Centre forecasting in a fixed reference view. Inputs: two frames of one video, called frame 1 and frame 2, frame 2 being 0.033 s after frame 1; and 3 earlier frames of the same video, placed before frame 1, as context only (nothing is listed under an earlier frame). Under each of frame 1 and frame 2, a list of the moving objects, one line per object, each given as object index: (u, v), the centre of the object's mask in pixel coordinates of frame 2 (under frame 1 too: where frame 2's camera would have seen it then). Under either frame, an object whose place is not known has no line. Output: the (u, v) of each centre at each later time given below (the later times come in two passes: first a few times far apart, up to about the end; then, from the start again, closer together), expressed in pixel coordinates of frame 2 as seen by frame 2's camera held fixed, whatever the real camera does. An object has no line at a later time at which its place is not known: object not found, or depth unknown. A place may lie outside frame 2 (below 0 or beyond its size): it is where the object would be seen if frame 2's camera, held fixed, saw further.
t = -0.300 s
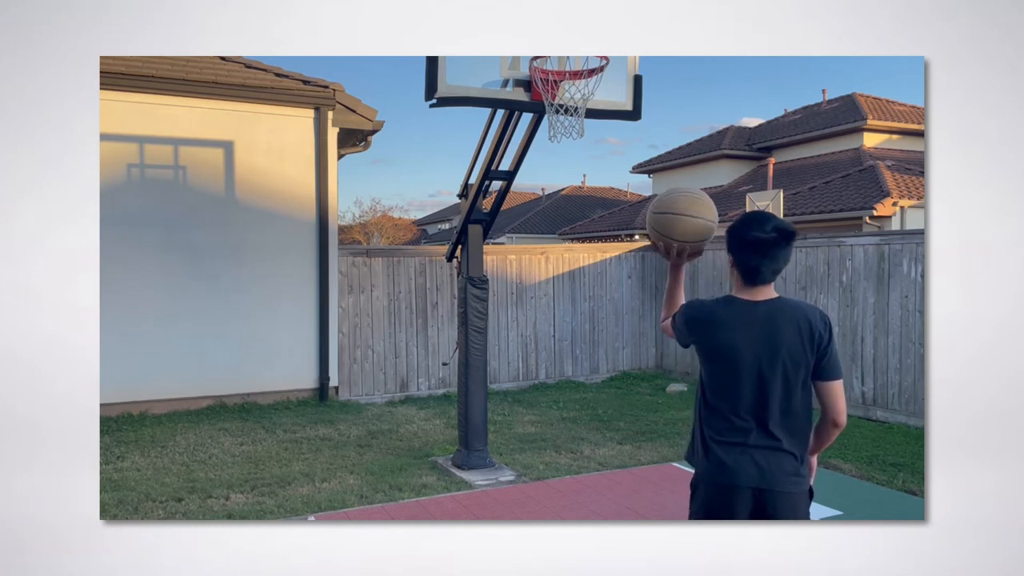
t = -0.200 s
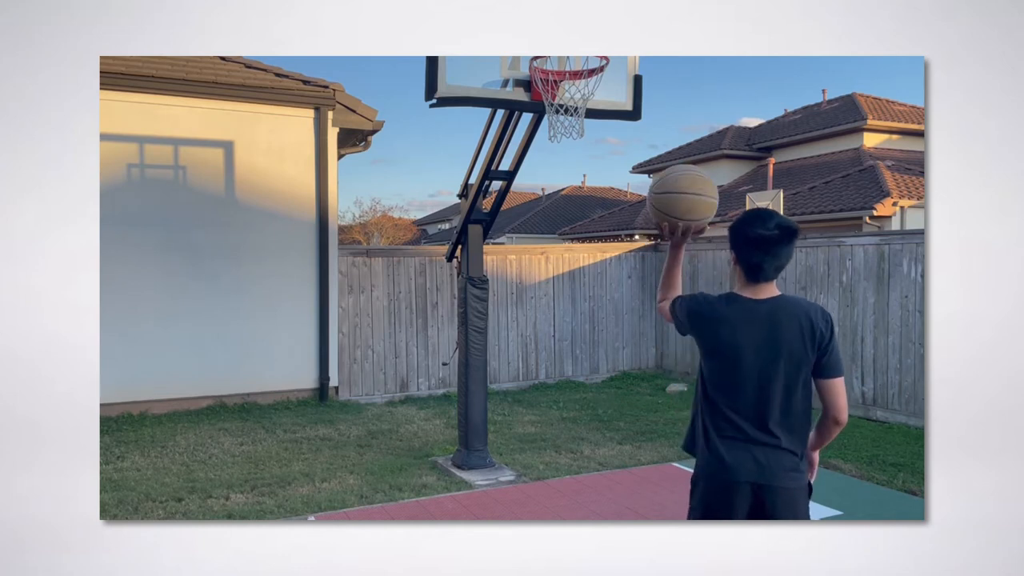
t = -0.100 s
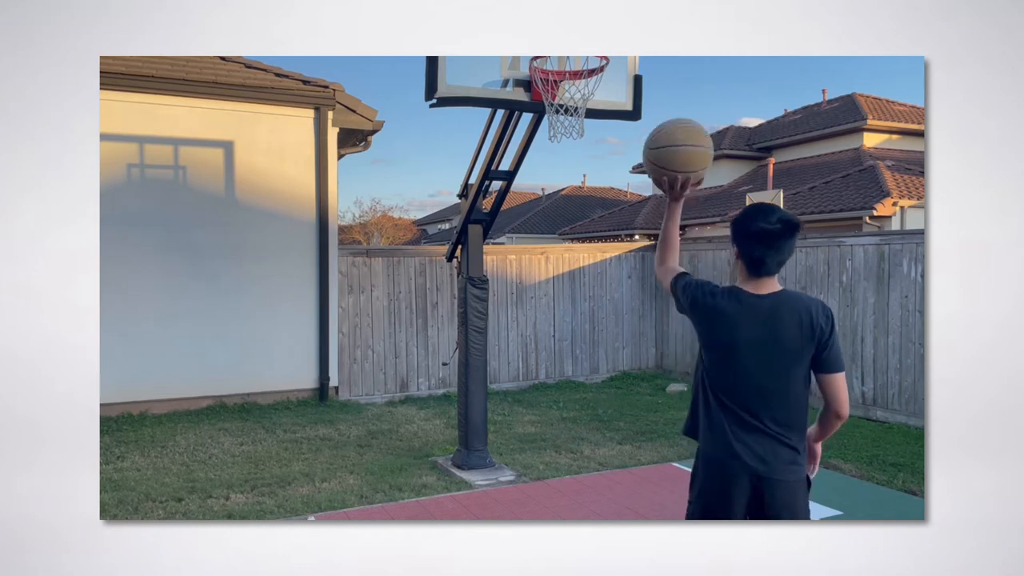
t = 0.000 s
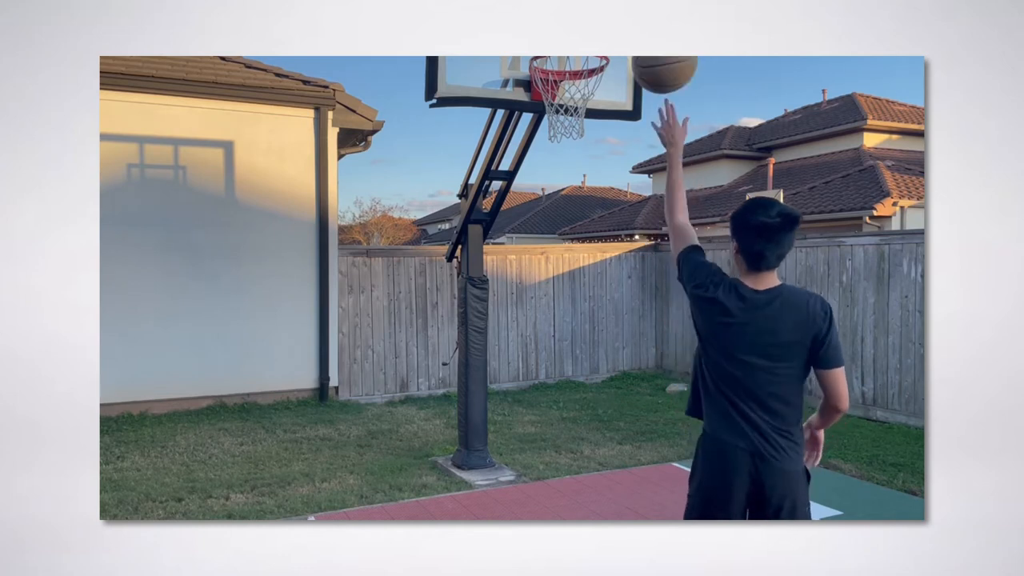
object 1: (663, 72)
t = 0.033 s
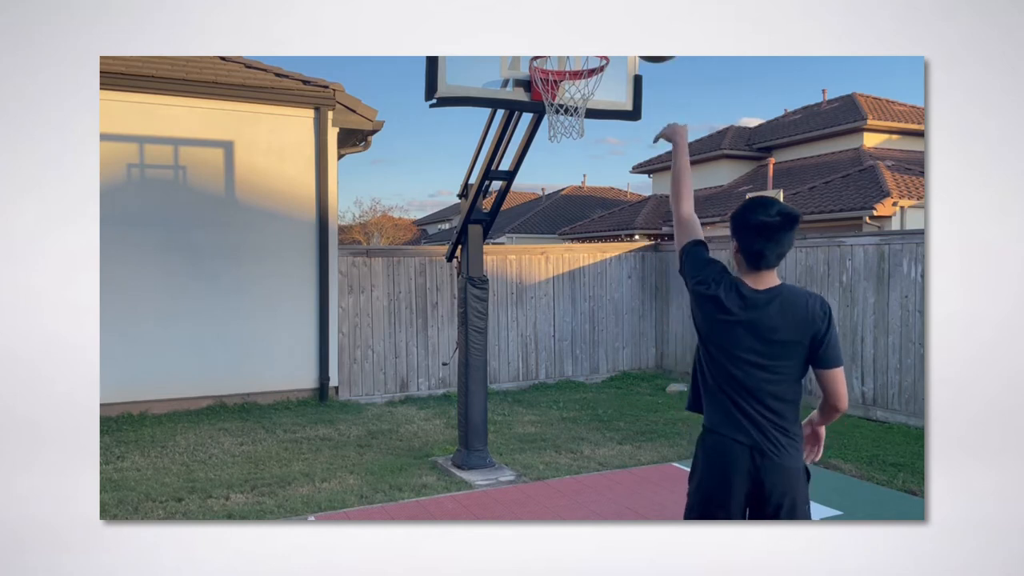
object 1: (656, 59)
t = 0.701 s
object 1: (577, 58)
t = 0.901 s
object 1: (563, 125)
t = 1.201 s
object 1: (548, 264)
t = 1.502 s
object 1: (535, 475)
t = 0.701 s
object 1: (577, 58)
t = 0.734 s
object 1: (574, 66)
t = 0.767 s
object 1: (571, 77)
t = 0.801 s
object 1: (569, 98)
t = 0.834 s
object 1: (567, 109)
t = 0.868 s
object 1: (565, 118)
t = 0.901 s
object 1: (563, 125)
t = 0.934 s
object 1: (561, 134)
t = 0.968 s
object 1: (560, 145)
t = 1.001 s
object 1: (558, 157)
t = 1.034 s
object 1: (556, 172)
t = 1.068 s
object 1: (555, 187)
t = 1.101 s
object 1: (553, 204)
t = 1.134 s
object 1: (552, 223)
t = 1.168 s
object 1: (550, 242)
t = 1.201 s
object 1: (548, 264)
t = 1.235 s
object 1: (547, 286)
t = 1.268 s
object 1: (546, 310)
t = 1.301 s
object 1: (544, 335)
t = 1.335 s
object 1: (542, 361)
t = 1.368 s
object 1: (541, 389)
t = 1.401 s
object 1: (539, 418)
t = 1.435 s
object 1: (538, 447)
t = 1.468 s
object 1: (536, 479)
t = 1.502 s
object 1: (535, 475)
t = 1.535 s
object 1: (535, 451)
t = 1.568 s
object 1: (534, 429)
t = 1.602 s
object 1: (534, 408)
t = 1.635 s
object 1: (533, 388)
